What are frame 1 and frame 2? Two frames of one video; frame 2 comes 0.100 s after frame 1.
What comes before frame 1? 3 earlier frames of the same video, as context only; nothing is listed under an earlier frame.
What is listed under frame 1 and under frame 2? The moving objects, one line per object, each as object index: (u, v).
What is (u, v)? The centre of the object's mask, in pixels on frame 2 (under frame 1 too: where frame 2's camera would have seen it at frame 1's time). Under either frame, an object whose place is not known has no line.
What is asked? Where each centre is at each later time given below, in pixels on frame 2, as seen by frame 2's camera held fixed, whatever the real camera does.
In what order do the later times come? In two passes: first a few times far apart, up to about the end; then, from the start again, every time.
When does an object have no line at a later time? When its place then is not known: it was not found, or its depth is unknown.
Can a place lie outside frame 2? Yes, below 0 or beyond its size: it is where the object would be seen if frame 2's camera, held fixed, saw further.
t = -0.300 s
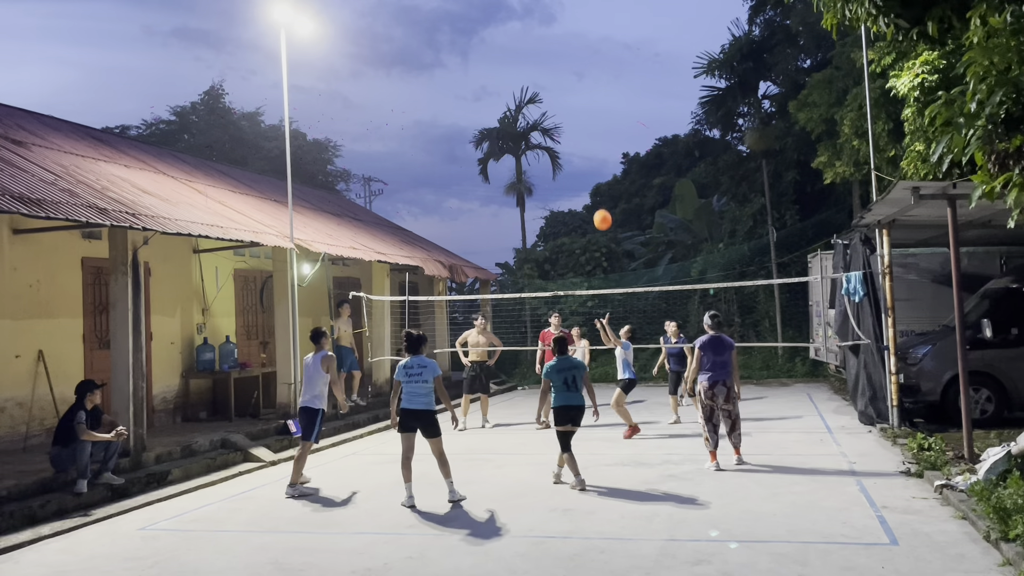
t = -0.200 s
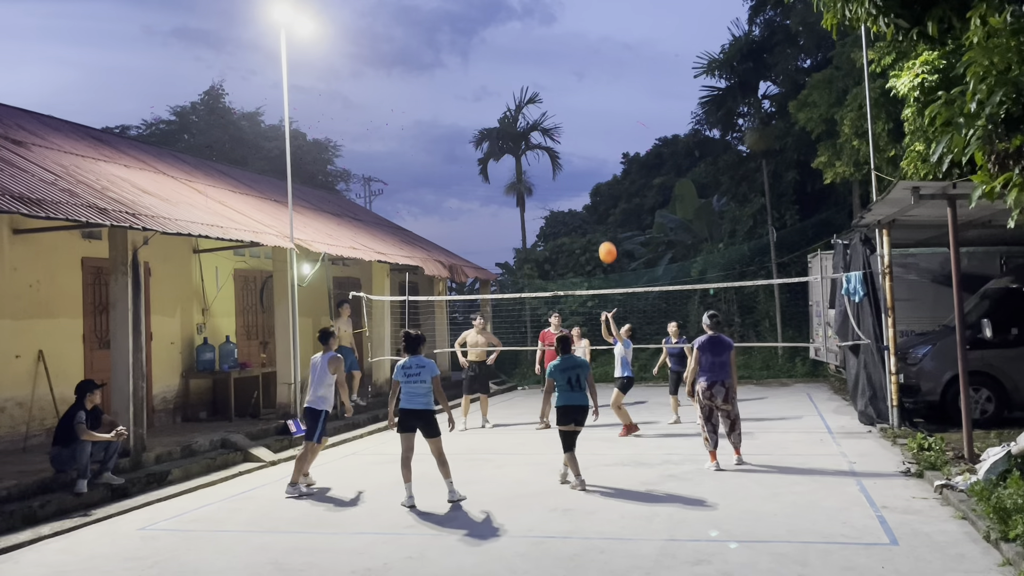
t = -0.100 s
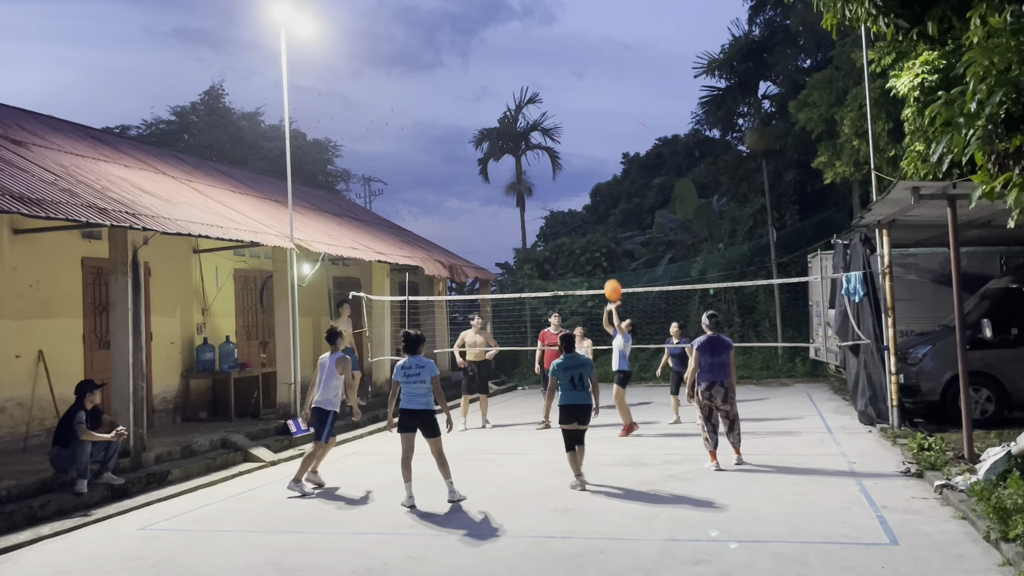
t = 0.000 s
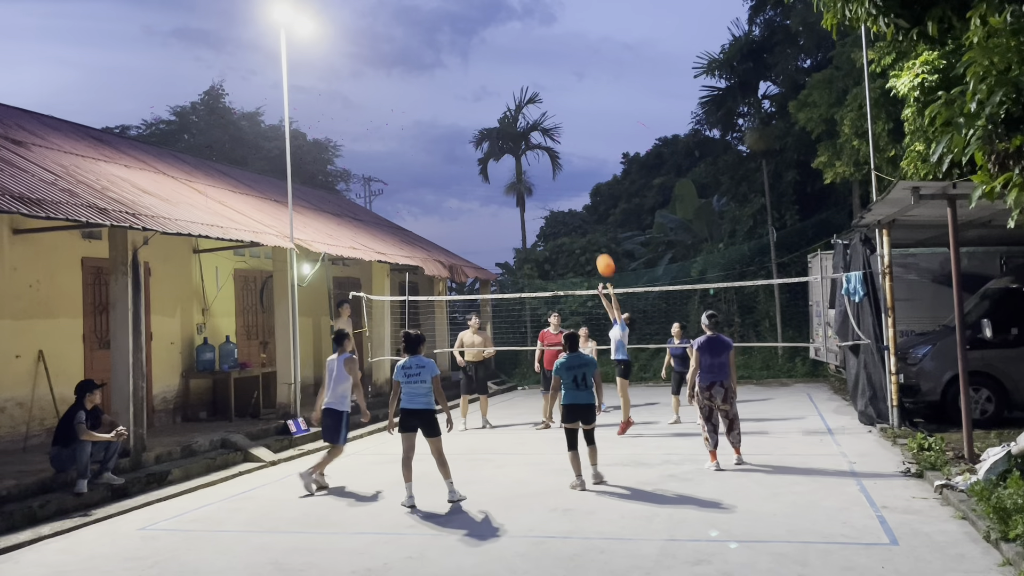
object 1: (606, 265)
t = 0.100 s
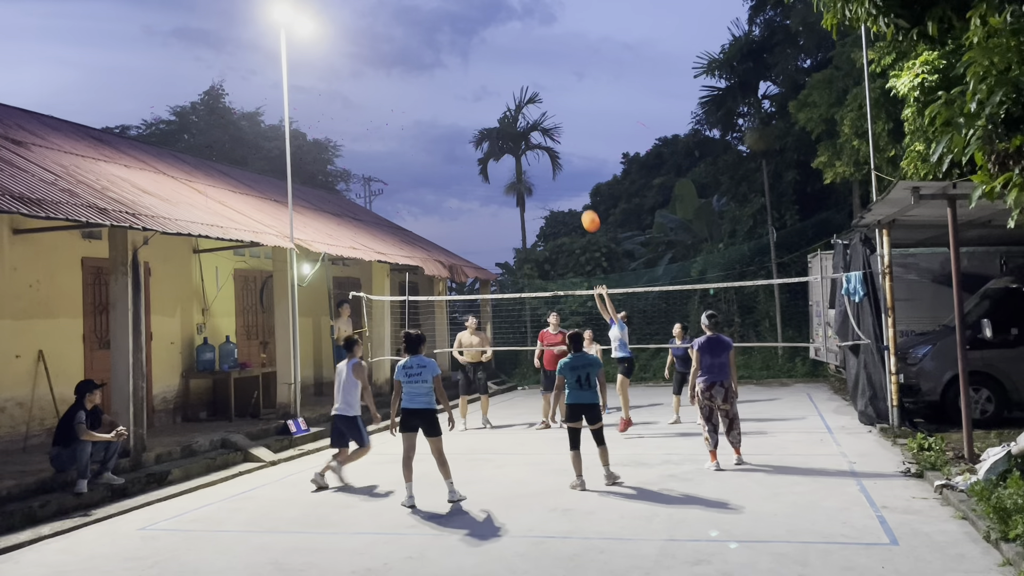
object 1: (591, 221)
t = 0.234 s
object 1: (572, 175)
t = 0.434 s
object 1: (546, 130)
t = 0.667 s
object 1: (519, 113)
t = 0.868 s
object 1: (497, 129)
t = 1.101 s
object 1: (475, 183)
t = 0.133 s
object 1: (586, 208)
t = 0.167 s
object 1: (581, 196)
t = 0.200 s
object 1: (576, 185)
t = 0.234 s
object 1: (572, 175)
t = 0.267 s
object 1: (568, 165)
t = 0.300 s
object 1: (563, 156)
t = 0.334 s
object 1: (559, 148)
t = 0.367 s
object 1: (555, 141)
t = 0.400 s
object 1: (551, 135)
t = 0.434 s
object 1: (546, 130)
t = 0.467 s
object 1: (542, 125)
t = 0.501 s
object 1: (538, 121)
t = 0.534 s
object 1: (534, 118)
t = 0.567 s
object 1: (531, 116)
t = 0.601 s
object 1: (527, 114)
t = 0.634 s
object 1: (523, 113)
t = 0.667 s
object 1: (519, 113)
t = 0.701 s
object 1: (515, 114)
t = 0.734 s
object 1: (512, 116)
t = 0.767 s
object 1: (508, 118)
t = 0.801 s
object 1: (504, 121)
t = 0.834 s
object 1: (501, 125)
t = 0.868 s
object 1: (497, 129)
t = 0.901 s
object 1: (494, 135)
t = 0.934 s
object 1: (491, 141)
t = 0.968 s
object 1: (487, 148)
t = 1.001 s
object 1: (484, 155)
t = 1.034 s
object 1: (481, 164)
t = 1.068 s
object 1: (478, 173)
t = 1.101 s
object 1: (475, 183)
